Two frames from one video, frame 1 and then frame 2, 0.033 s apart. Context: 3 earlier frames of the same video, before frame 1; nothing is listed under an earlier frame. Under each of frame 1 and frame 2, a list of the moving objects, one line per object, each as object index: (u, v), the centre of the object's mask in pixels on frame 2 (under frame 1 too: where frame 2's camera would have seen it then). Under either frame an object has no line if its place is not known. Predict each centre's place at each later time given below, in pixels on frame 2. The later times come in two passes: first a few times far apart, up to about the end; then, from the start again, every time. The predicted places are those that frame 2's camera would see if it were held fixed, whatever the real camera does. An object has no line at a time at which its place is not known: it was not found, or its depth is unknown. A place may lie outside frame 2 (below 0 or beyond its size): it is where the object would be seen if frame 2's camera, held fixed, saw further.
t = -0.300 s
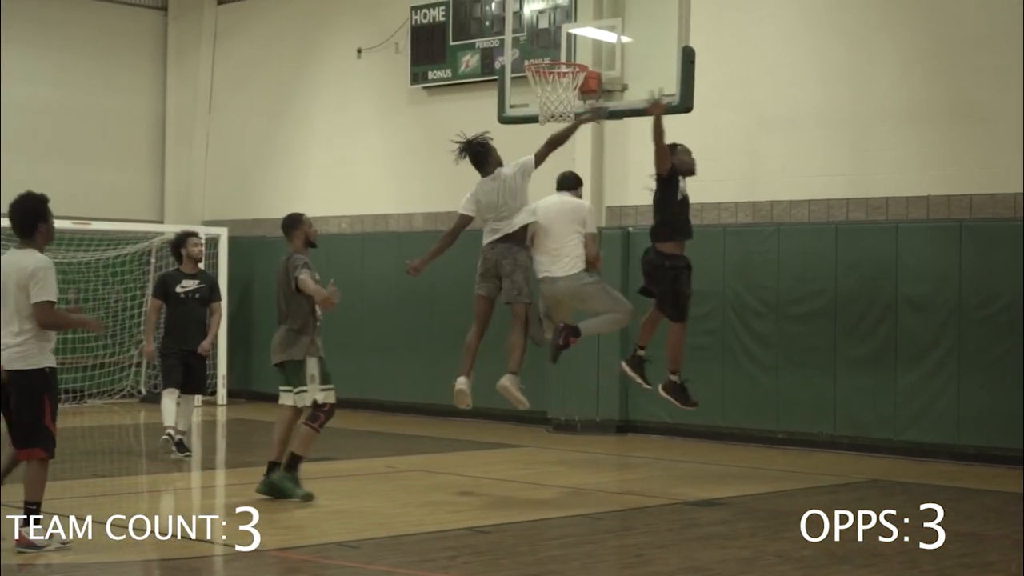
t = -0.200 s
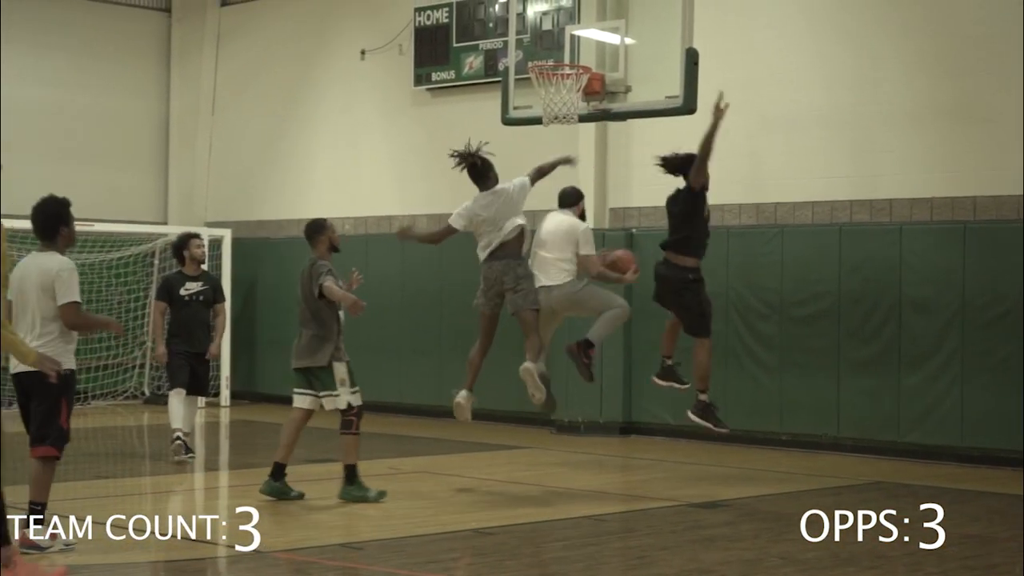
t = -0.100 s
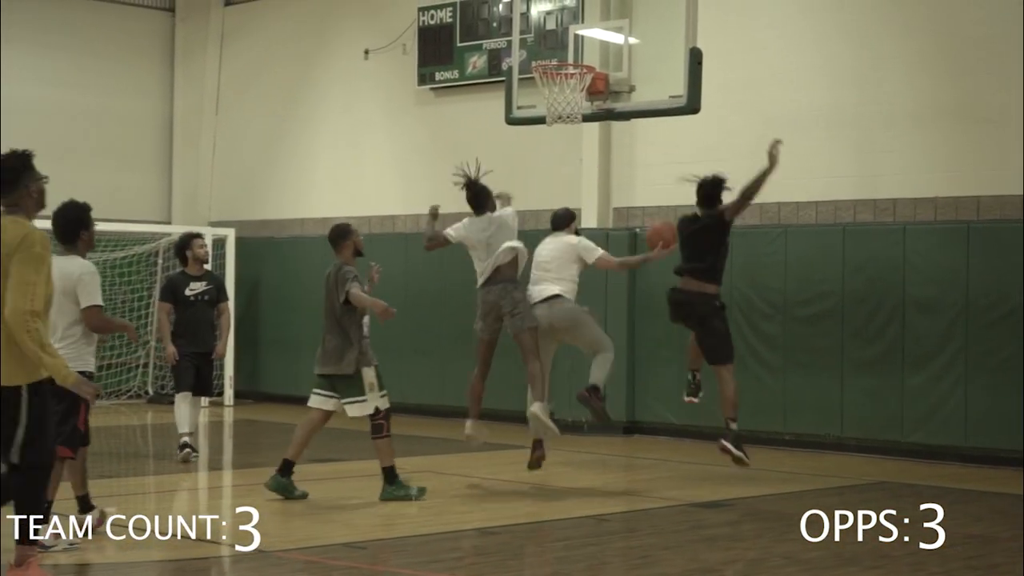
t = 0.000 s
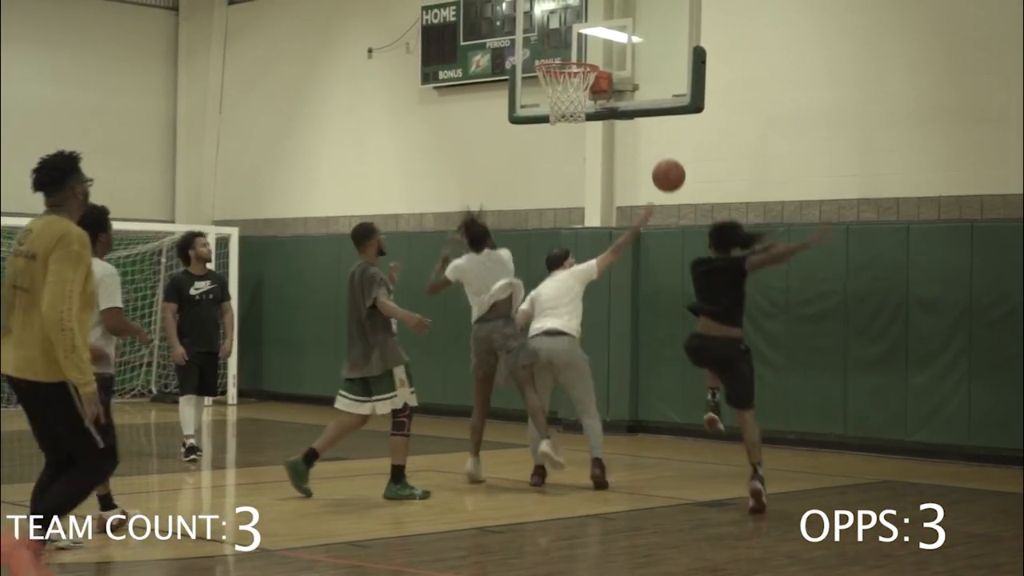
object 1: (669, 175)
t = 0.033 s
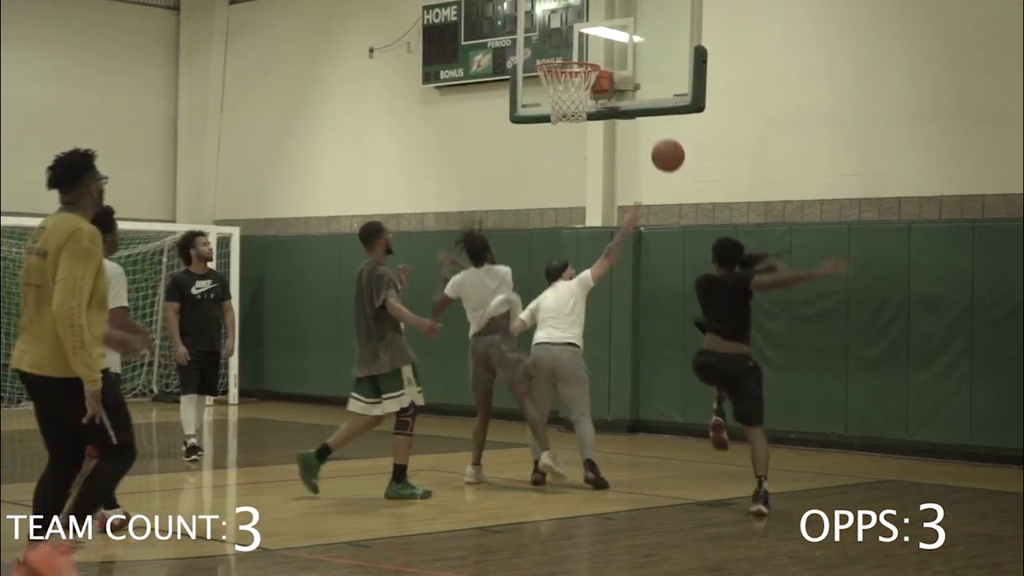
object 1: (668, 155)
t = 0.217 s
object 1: (658, 77)
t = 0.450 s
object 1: (613, 56)
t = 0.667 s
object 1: (646, 82)
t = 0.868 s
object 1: (683, 162)
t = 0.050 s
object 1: (667, 146)
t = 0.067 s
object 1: (666, 137)
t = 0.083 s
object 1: (665, 129)
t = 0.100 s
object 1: (664, 122)
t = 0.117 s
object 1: (663, 114)
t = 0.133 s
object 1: (662, 107)
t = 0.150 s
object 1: (661, 100)
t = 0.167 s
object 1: (661, 94)
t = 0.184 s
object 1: (659, 88)
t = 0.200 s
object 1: (658, 83)
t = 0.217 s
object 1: (658, 77)
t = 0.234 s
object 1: (657, 73)
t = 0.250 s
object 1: (656, 68)
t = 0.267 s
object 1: (654, 65)
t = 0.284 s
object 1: (651, 63)
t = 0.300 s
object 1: (646, 60)
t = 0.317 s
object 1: (643, 58)
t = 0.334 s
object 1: (639, 56)
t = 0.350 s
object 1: (635, 55)
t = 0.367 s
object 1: (632, 55)
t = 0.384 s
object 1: (628, 54)
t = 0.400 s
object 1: (624, 54)
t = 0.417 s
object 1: (620, 54)
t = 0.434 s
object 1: (617, 55)
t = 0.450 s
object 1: (613, 56)
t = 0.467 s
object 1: (611, 57)
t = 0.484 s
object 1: (612, 57)
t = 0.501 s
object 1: (615, 58)
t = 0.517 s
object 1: (618, 59)
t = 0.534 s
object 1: (622, 61)
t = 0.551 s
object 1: (625, 62)
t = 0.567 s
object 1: (628, 63)
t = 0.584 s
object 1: (631, 65)
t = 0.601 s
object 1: (634, 68)
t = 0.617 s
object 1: (637, 71)
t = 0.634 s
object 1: (640, 75)
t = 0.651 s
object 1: (643, 79)
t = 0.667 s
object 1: (646, 82)
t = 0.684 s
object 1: (649, 87)
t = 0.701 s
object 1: (652, 92)
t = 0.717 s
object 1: (656, 98)
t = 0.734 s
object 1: (659, 103)
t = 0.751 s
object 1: (662, 109)
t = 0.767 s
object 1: (665, 116)
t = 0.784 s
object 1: (669, 122)
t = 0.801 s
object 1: (671, 129)
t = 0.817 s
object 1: (674, 137)
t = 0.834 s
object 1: (677, 145)
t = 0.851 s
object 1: (680, 154)
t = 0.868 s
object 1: (683, 162)
